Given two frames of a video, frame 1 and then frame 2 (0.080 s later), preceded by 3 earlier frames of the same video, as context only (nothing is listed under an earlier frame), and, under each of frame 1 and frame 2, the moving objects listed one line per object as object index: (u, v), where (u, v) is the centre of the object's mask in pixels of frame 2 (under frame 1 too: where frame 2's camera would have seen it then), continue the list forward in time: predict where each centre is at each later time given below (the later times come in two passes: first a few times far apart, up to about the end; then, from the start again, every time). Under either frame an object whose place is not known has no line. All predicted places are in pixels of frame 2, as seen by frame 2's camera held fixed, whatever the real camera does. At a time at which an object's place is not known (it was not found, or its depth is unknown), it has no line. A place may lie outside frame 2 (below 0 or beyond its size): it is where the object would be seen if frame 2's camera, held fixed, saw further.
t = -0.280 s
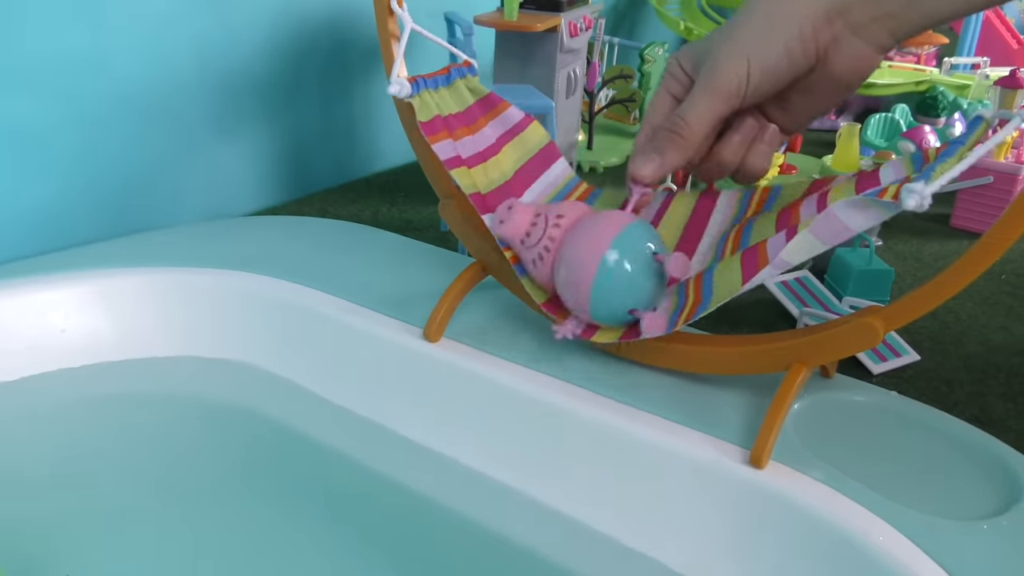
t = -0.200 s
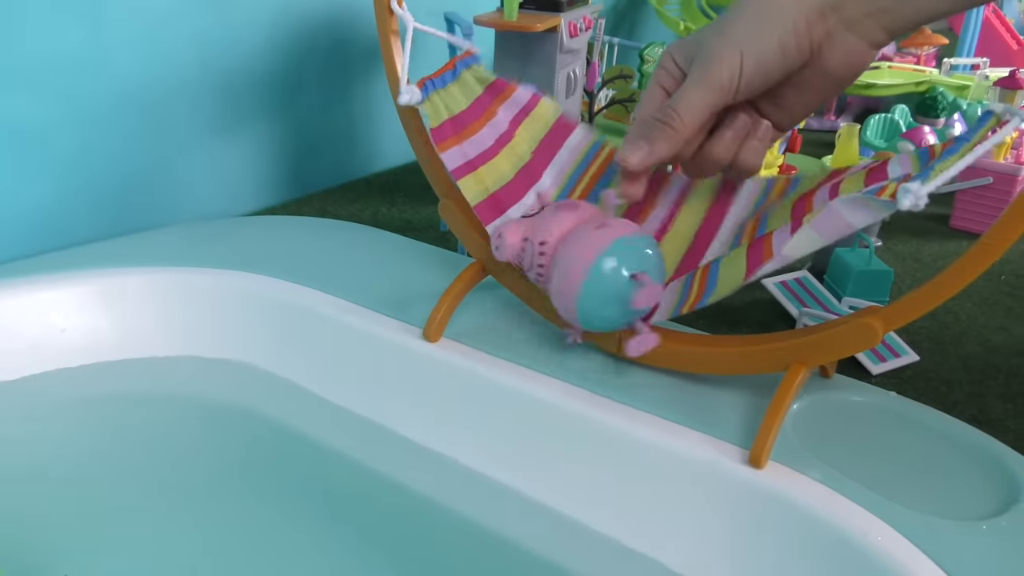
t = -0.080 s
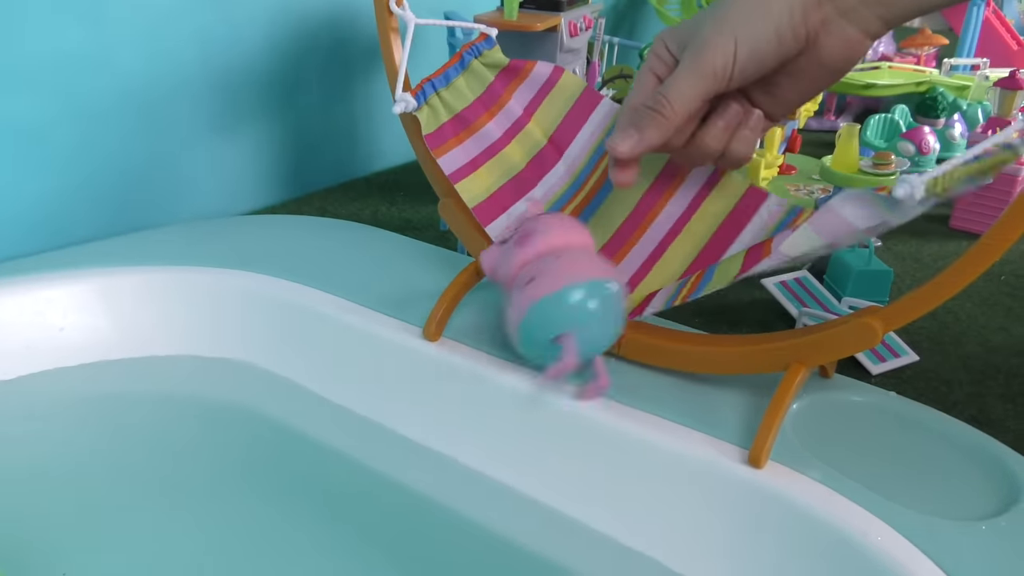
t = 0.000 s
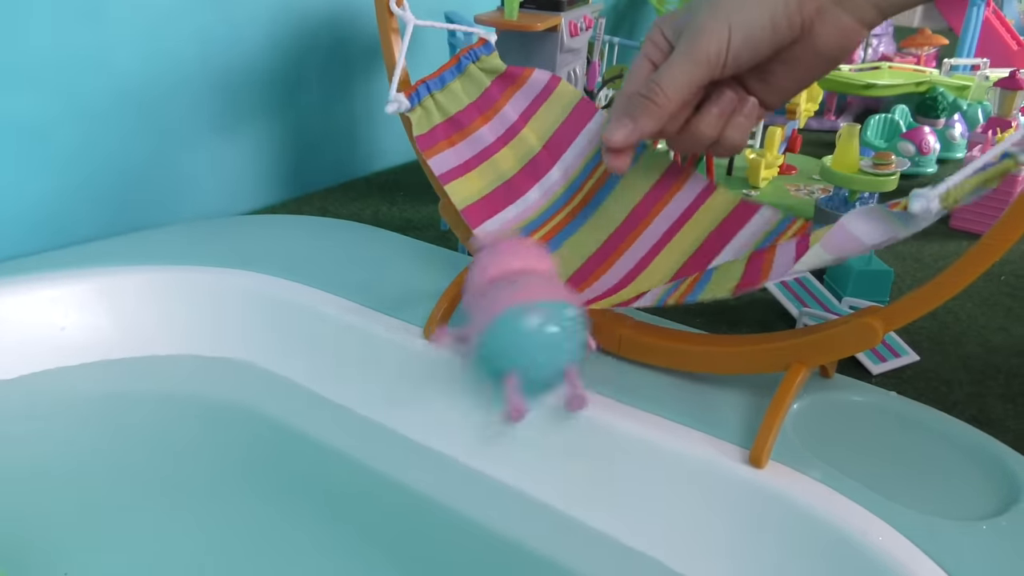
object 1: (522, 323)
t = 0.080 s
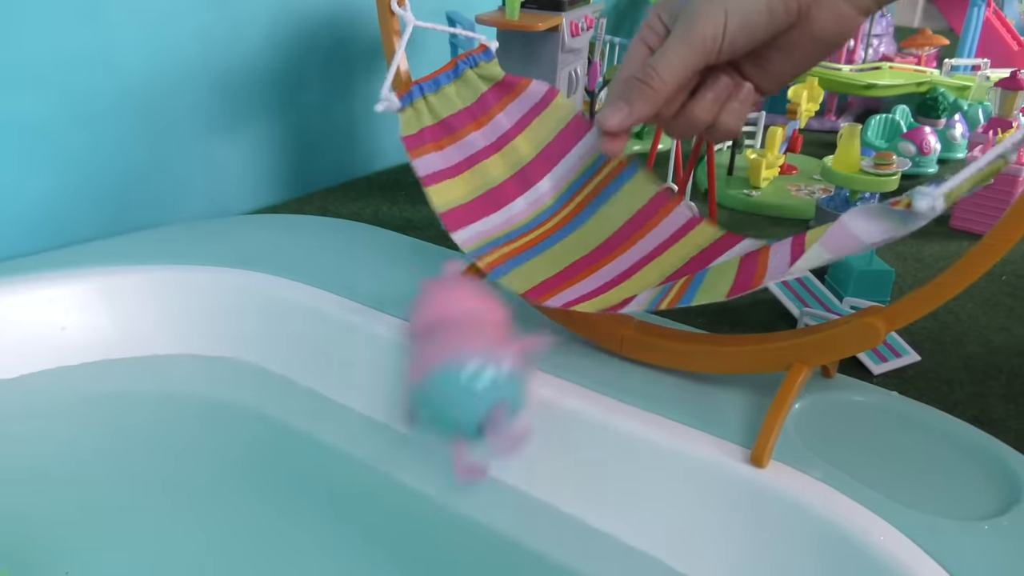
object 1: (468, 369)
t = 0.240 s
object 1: (331, 519)
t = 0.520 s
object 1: (245, 528)
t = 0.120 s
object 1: (434, 407)
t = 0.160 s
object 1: (390, 458)
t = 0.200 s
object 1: (352, 494)
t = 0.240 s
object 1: (331, 519)
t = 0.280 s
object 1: (325, 528)
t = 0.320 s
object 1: (324, 528)
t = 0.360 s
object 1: (315, 518)
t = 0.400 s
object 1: (300, 515)
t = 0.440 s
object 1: (281, 518)
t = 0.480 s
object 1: (266, 524)
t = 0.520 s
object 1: (245, 528)
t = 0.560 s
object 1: (229, 532)
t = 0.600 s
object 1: (220, 536)
